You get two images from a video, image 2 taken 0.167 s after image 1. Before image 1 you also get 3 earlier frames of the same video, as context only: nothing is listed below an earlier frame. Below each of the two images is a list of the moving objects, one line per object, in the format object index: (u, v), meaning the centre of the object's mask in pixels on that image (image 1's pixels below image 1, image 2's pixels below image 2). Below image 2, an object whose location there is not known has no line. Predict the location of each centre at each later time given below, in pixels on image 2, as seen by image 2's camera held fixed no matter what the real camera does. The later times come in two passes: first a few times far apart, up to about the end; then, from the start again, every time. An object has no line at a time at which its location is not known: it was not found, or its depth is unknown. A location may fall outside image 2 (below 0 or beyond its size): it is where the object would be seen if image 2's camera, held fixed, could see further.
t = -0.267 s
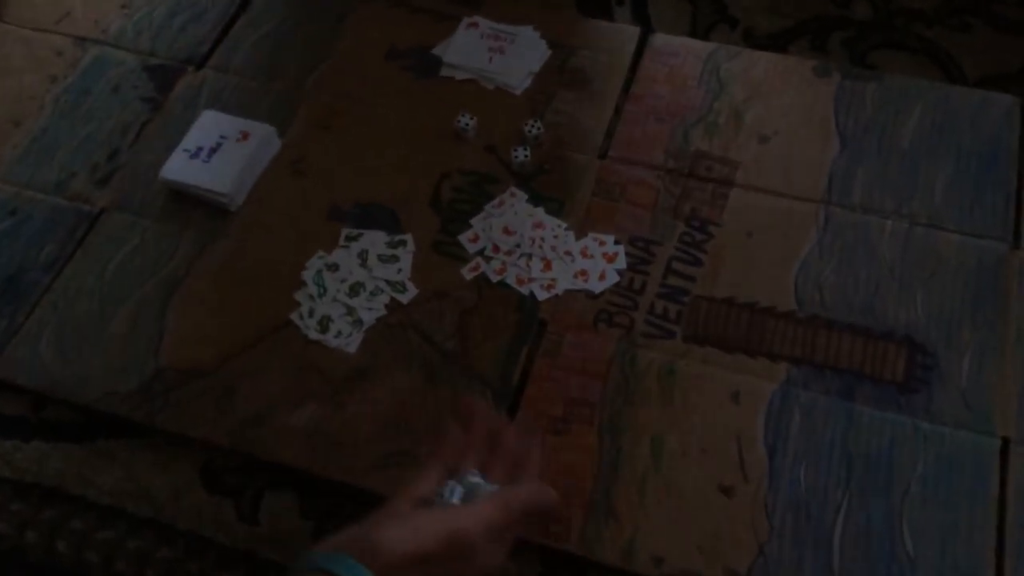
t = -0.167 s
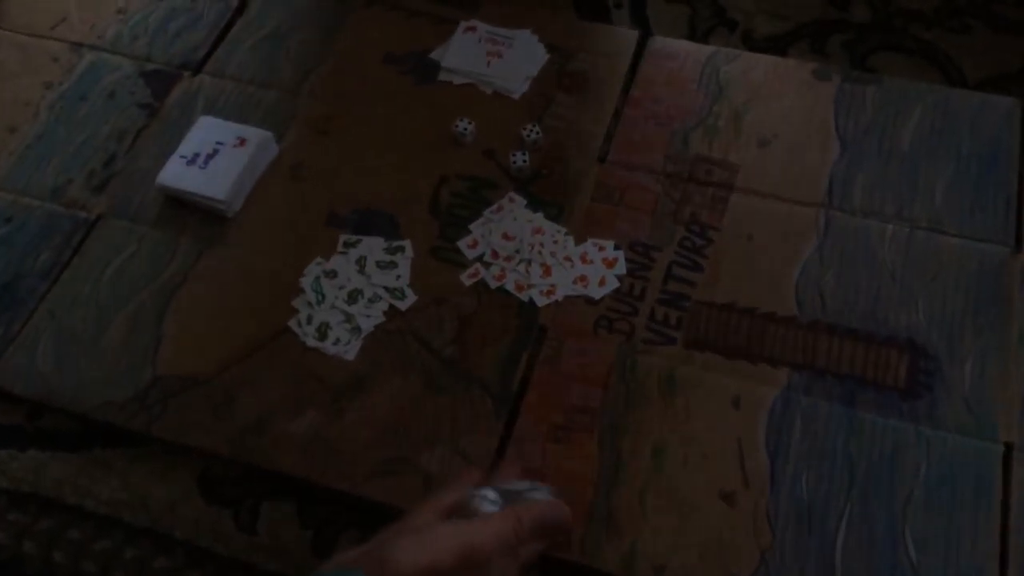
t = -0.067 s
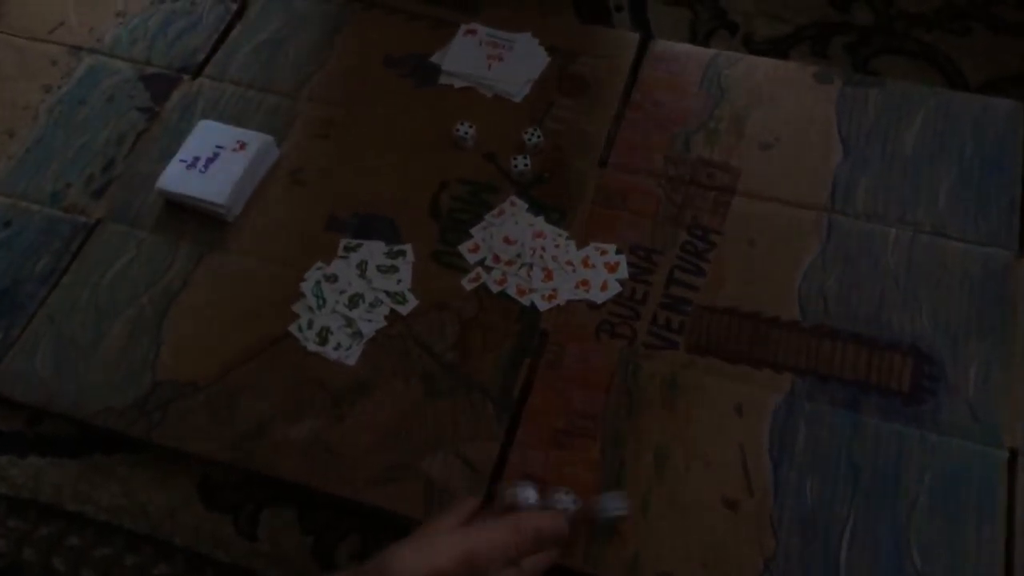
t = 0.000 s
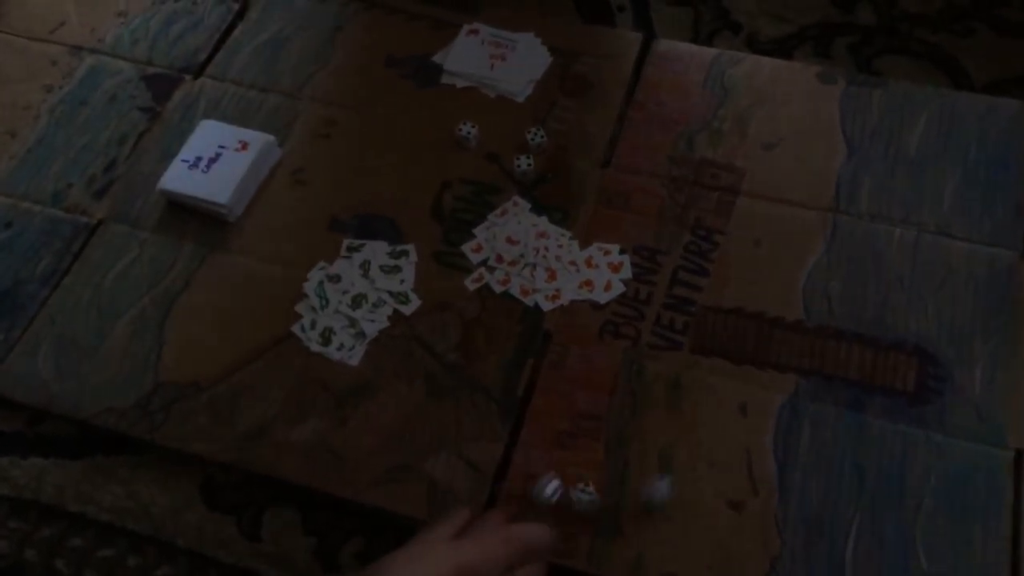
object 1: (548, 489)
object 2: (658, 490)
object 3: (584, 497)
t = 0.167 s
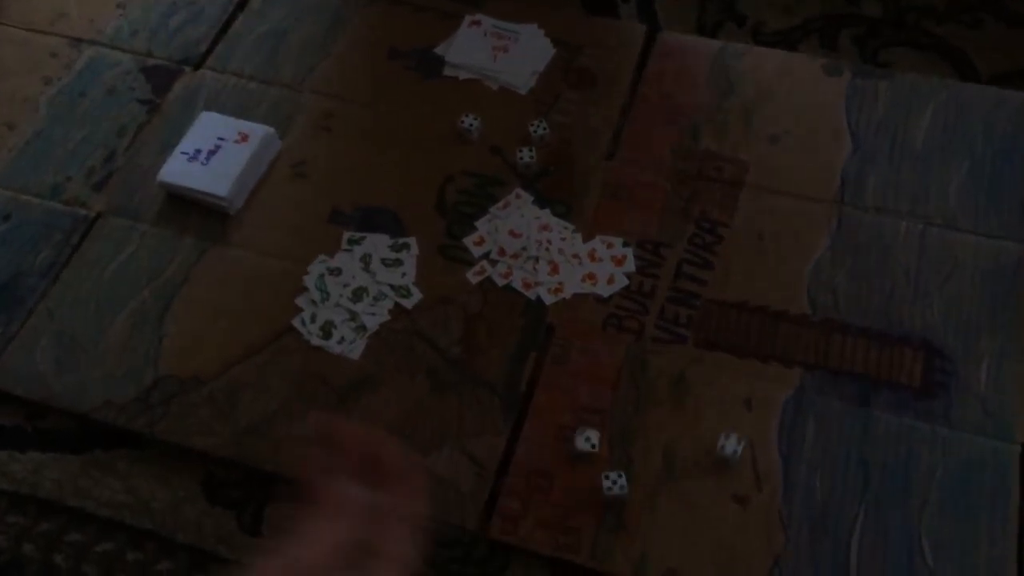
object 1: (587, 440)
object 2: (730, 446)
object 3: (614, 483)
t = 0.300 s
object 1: (601, 424)
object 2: (743, 435)
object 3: (618, 484)
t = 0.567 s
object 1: (602, 423)
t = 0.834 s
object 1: (602, 423)
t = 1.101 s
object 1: (602, 423)
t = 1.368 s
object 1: (603, 424)
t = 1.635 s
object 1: (602, 423)
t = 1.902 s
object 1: (603, 424)
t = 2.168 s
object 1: (602, 424)
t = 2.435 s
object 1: (603, 424)
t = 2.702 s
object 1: (602, 424)
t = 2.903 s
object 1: (602, 424)
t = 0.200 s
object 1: (592, 435)
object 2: (736, 441)
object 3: (617, 484)
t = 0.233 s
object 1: (596, 430)
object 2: (741, 437)
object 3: (618, 484)
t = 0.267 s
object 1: (600, 426)
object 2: (743, 435)
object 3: (619, 484)
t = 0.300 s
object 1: (601, 424)
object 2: (743, 435)
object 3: (618, 484)
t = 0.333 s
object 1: (602, 424)
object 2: (743, 435)
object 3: (619, 484)
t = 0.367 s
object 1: (602, 423)
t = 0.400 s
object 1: (602, 423)
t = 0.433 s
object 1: (602, 423)
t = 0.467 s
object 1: (602, 423)
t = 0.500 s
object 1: (602, 423)
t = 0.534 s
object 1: (602, 423)
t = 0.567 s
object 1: (602, 423)
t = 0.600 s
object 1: (602, 423)
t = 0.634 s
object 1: (602, 423)
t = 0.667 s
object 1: (602, 423)
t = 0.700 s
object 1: (602, 423)
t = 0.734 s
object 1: (602, 423)
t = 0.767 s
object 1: (602, 423)
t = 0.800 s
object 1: (602, 423)
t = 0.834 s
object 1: (602, 423)
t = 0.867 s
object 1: (602, 423)
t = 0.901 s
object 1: (602, 423)
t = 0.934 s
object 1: (602, 423)
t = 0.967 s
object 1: (602, 423)
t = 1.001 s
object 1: (602, 423)
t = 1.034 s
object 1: (602, 423)
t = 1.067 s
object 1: (602, 423)
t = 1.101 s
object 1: (602, 423)
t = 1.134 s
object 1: (602, 423)
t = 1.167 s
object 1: (602, 423)
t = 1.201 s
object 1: (602, 423)
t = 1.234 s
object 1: (602, 424)
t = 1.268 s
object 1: (603, 424)
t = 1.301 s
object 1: (602, 424)
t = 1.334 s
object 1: (603, 424)
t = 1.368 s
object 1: (603, 424)
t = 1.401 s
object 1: (602, 424)
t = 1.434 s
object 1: (602, 424)
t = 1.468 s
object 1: (602, 424)
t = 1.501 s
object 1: (602, 424)
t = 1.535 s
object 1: (602, 423)
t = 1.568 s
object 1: (602, 423)
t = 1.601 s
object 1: (602, 423)
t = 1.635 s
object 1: (602, 423)
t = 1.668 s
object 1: (602, 423)
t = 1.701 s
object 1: (603, 423)
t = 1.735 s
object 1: (603, 423)
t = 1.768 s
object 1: (602, 423)
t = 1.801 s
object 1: (603, 424)
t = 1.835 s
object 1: (603, 424)
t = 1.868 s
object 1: (603, 424)
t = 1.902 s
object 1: (603, 424)
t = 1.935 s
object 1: (603, 424)
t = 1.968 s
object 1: (602, 425)
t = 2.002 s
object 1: (602, 424)
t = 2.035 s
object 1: (602, 424)
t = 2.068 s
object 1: (602, 424)
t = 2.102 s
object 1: (603, 424)
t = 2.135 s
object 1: (602, 424)
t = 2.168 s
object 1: (602, 424)
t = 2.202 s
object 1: (602, 424)
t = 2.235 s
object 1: (602, 424)
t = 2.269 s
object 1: (602, 424)
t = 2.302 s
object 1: (602, 424)
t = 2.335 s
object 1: (602, 424)
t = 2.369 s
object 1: (602, 424)
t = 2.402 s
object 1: (603, 424)
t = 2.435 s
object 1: (603, 424)
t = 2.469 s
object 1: (602, 424)
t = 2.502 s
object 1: (602, 424)
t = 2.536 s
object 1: (602, 424)
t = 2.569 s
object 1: (602, 424)
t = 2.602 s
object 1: (602, 425)
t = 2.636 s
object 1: (602, 425)
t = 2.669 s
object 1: (602, 425)
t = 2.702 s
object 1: (602, 424)
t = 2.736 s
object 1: (602, 425)
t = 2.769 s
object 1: (602, 424)
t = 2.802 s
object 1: (602, 424)
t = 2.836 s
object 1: (602, 424)
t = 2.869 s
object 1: (602, 424)
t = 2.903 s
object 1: (602, 424)
